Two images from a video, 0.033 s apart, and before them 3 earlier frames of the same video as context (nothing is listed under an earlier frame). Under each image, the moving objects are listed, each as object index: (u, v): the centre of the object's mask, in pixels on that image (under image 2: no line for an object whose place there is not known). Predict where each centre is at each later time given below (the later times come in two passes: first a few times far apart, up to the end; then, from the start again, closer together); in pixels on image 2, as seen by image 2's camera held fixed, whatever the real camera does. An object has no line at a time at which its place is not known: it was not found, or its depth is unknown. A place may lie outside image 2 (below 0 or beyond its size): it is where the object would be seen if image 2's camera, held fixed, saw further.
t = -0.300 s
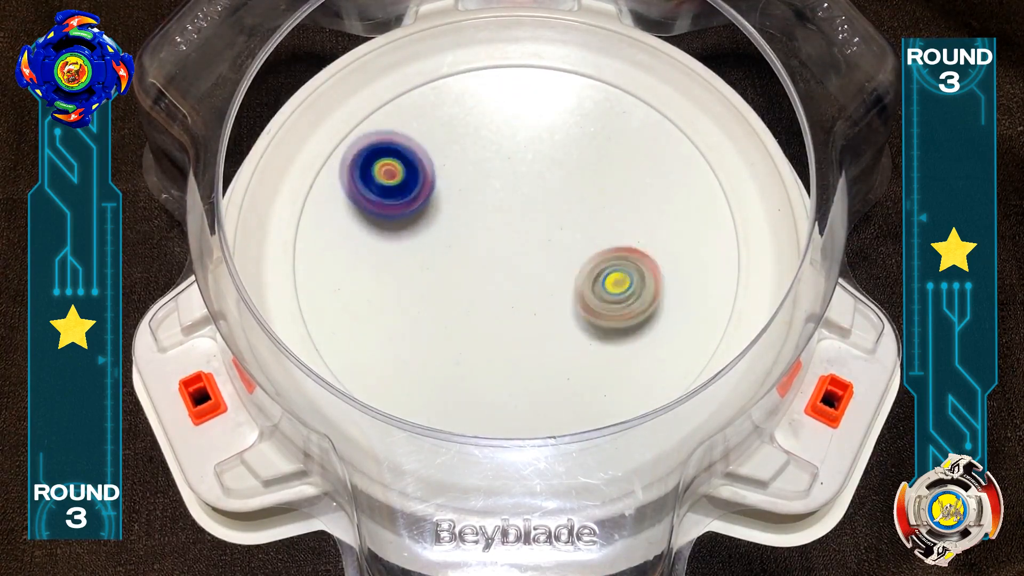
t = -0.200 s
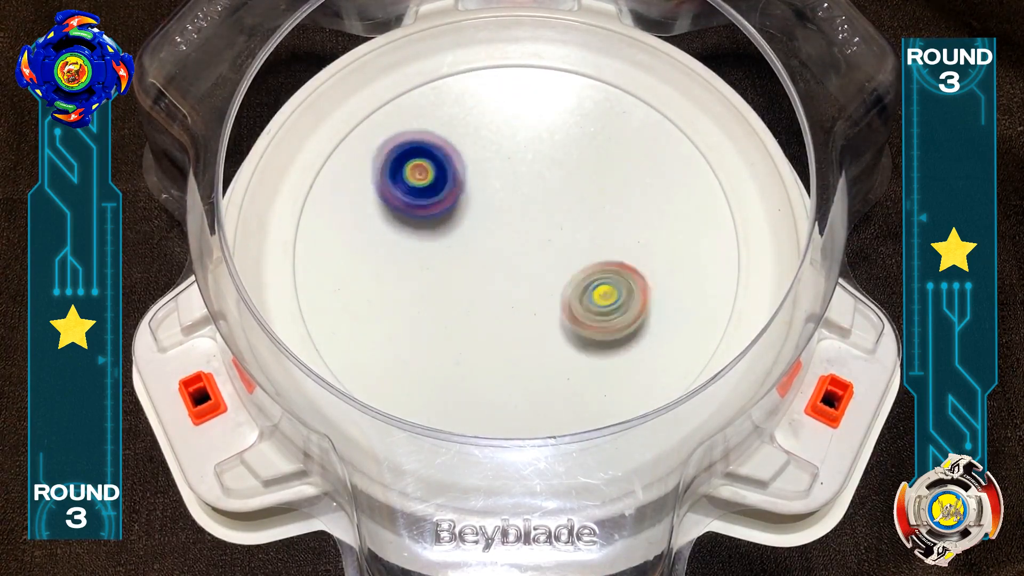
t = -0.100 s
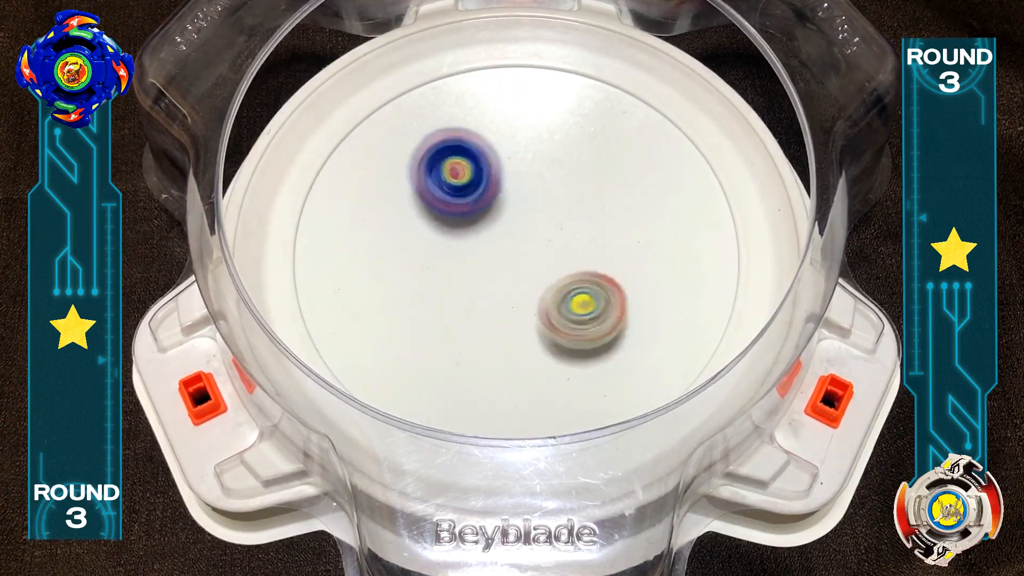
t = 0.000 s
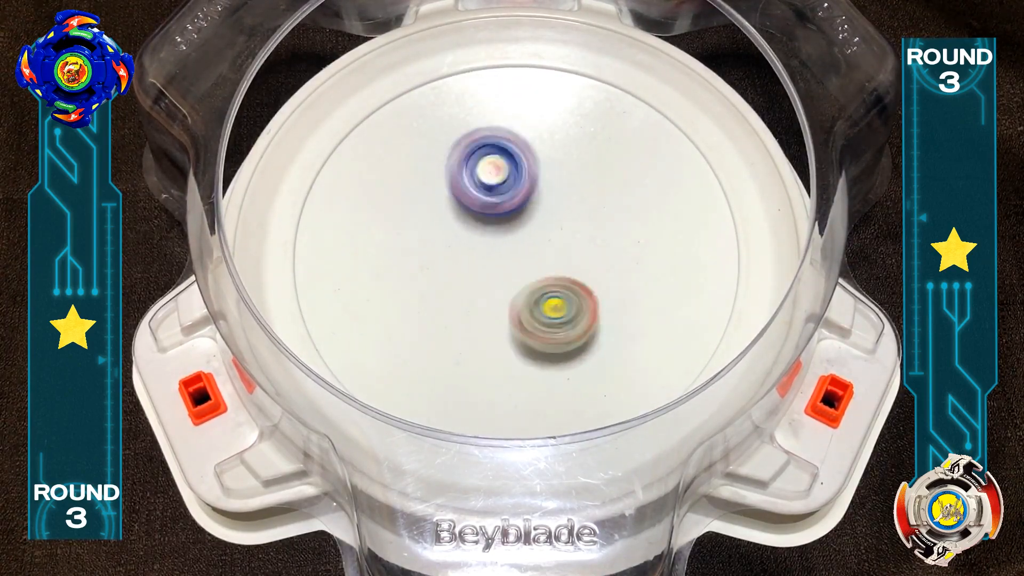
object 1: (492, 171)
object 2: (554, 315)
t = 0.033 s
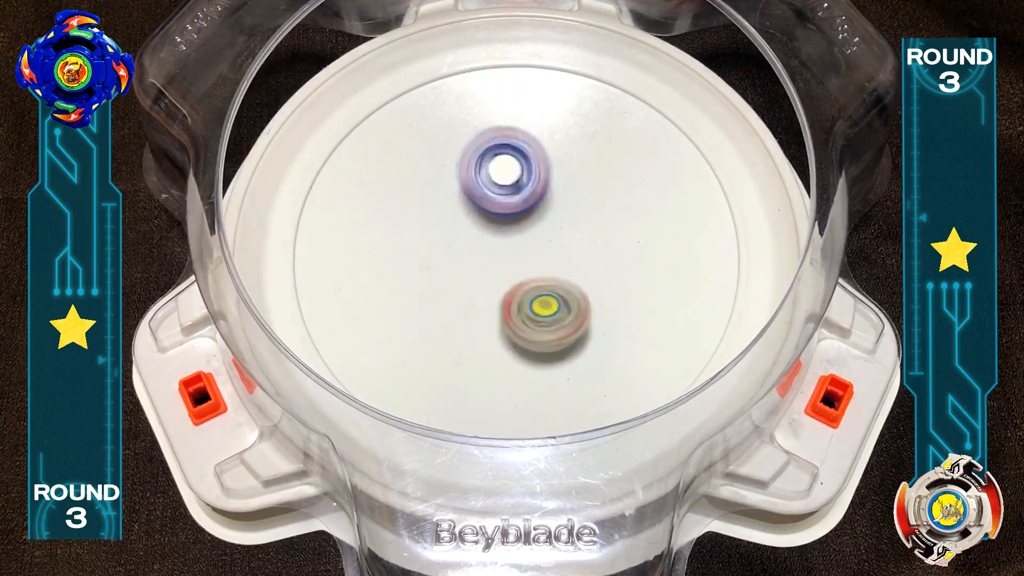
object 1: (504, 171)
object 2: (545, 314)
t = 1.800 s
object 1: (454, 214)
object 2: (561, 288)
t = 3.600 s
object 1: (494, 292)
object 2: (581, 259)
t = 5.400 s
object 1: (431, 292)
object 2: (525, 226)
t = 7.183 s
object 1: (469, 358)
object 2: (537, 238)
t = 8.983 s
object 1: (424, 274)
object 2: (517, 258)
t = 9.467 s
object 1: (424, 274)
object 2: (505, 223)
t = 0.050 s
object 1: (510, 171)
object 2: (539, 314)
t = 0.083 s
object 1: (522, 171)
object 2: (530, 312)
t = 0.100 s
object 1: (528, 171)
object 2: (523, 312)
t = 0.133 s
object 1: (540, 171)
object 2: (513, 308)
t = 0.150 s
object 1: (546, 172)
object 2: (508, 307)
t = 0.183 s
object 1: (558, 172)
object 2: (498, 302)
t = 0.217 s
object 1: (569, 172)
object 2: (488, 297)
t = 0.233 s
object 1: (574, 172)
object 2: (484, 294)
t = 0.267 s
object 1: (586, 173)
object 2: (474, 288)
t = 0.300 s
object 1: (597, 174)
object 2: (465, 282)
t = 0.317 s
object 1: (601, 173)
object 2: (461, 279)
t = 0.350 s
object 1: (611, 175)
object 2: (454, 273)
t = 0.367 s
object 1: (616, 176)
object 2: (451, 268)
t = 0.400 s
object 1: (625, 177)
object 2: (445, 261)
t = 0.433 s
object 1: (632, 180)
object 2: (438, 253)
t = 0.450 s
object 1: (634, 181)
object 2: (437, 250)
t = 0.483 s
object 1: (638, 184)
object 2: (432, 241)
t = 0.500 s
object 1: (638, 186)
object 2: (431, 238)
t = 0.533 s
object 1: (639, 191)
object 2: (428, 230)
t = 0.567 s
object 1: (637, 197)
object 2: (427, 222)
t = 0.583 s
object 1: (635, 200)
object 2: (427, 219)
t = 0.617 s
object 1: (631, 207)
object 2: (426, 212)
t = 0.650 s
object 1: (626, 215)
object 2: (429, 206)
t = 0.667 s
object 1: (623, 220)
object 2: (428, 203)
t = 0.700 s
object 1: (617, 229)
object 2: (433, 198)
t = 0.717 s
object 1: (615, 234)
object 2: (434, 196)
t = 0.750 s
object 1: (608, 243)
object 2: (439, 191)
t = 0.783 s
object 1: (602, 253)
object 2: (444, 188)
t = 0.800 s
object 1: (599, 257)
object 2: (446, 187)
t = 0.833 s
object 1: (592, 265)
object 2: (453, 184)
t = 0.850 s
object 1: (589, 271)
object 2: (457, 184)
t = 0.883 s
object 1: (583, 279)
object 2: (465, 180)
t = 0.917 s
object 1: (576, 288)
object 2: (475, 180)
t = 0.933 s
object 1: (572, 292)
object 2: (478, 179)
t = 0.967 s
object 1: (565, 300)
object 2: (489, 178)
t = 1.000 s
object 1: (558, 308)
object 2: (500, 178)
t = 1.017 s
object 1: (554, 312)
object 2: (504, 178)
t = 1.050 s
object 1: (547, 319)
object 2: (515, 178)
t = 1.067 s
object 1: (544, 322)
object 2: (520, 179)
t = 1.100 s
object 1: (536, 329)
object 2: (531, 179)
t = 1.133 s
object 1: (529, 335)
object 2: (540, 182)
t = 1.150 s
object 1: (526, 336)
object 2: (545, 181)
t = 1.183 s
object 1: (519, 341)
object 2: (555, 184)
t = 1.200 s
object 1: (516, 344)
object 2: (559, 184)
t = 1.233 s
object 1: (510, 346)
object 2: (569, 186)
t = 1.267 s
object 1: (504, 347)
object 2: (577, 189)
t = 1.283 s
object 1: (502, 346)
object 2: (581, 191)
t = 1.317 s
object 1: (498, 344)
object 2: (587, 194)
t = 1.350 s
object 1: (493, 340)
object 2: (592, 199)
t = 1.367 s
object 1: (492, 337)
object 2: (594, 200)
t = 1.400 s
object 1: (489, 330)
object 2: (597, 205)
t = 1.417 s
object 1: (486, 327)
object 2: (597, 207)
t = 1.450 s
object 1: (483, 318)
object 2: (599, 214)
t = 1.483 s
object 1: (480, 307)
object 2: (601, 218)
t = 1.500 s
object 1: (478, 303)
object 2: (600, 223)
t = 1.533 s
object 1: (474, 293)
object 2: (599, 229)
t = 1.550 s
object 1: (472, 288)
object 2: (598, 233)
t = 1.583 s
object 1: (470, 278)
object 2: (596, 240)
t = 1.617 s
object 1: (467, 268)
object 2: (593, 249)
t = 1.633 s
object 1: (465, 263)
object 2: (590, 252)
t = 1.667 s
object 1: (462, 254)
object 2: (586, 261)
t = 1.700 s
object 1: (460, 244)
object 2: (582, 267)
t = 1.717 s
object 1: (459, 239)
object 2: (578, 272)
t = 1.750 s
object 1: (457, 229)
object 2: (572, 278)
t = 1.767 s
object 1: (456, 224)
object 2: (569, 282)
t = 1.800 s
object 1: (454, 214)
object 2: (561, 288)
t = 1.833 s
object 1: (453, 205)
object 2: (555, 294)
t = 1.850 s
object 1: (453, 200)
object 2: (551, 297)
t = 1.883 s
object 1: (452, 191)
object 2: (544, 302)
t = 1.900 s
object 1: (451, 186)
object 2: (542, 304)
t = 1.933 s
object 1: (451, 177)
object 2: (535, 307)
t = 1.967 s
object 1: (450, 168)
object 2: (527, 309)
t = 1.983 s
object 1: (450, 164)
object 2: (524, 310)
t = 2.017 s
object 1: (449, 156)
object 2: (516, 311)
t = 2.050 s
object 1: (449, 150)
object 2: (510, 310)
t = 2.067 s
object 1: (449, 147)
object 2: (507, 309)
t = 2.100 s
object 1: (449, 143)
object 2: (502, 307)
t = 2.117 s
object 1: (450, 142)
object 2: (499, 306)
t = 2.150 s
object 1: (452, 142)
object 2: (494, 302)
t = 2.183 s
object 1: (454, 143)
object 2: (487, 297)
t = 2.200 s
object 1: (456, 144)
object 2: (486, 295)
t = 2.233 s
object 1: (461, 149)
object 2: (480, 288)
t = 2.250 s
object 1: (464, 151)
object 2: (478, 286)
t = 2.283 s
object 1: (473, 158)
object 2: (472, 279)
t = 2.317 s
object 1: (481, 164)
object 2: (469, 271)
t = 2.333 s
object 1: (485, 167)
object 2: (466, 268)
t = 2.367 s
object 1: (495, 173)
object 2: (463, 259)
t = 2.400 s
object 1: (506, 178)
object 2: (461, 251)
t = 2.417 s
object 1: (511, 179)
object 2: (459, 249)
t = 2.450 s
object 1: (530, 177)
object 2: (447, 247)
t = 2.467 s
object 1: (538, 175)
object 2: (443, 245)
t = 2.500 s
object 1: (550, 174)
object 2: (439, 240)
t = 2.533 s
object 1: (559, 174)
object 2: (434, 234)
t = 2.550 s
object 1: (563, 174)
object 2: (434, 232)
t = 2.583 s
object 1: (573, 174)
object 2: (432, 227)
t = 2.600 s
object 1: (578, 174)
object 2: (432, 225)
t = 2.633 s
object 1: (588, 176)
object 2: (433, 221)
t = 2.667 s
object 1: (598, 178)
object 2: (435, 217)
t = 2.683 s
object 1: (602, 179)
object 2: (437, 215)
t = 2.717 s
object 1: (611, 183)
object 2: (440, 211)
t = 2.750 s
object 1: (619, 188)
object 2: (445, 208)
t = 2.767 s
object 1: (623, 190)
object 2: (446, 208)
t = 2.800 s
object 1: (630, 196)
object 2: (453, 204)
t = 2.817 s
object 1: (633, 200)
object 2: (458, 202)
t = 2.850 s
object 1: (638, 208)
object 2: (464, 199)
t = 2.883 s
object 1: (643, 216)
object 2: (473, 197)
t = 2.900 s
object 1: (644, 219)
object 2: (476, 197)
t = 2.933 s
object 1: (647, 228)
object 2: (487, 195)
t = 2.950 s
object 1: (647, 232)
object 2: (492, 195)
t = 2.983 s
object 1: (646, 241)
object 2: (501, 195)
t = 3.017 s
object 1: (645, 250)
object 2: (510, 194)
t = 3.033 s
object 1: (643, 255)
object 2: (514, 194)
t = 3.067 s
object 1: (639, 263)
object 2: (523, 195)
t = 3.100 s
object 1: (634, 272)
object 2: (532, 196)
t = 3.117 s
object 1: (631, 275)
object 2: (536, 197)
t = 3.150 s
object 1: (624, 283)
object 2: (545, 199)
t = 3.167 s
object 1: (619, 287)
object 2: (549, 199)
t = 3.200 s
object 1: (612, 293)
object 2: (557, 201)
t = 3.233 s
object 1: (602, 298)
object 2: (564, 204)
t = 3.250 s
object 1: (598, 300)
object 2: (567, 207)
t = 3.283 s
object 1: (589, 304)
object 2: (573, 210)
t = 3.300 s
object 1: (583, 306)
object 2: (576, 212)
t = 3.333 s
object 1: (573, 309)
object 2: (581, 216)
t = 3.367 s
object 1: (562, 310)
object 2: (584, 220)
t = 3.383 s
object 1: (557, 310)
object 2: (587, 223)
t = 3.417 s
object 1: (547, 310)
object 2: (588, 229)
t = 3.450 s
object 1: (536, 309)
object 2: (589, 235)
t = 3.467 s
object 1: (531, 309)
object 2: (589, 237)
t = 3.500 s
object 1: (520, 306)
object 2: (589, 242)
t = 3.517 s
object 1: (516, 304)
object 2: (588, 245)
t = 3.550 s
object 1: (507, 300)
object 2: (586, 251)
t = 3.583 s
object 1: (498, 295)
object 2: (583, 256)
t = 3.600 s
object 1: (494, 292)
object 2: (581, 259)
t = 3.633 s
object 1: (486, 286)
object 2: (576, 264)
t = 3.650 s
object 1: (479, 283)
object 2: (576, 267)
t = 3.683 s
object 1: (467, 276)
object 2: (577, 271)
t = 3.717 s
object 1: (460, 269)
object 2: (574, 275)
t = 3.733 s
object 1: (457, 266)
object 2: (571, 277)
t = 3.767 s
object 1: (452, 258)
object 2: (567, 279)
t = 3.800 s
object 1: (448, 251)
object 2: (562, 283)
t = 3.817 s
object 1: (446, 247)
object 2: (559, 284)
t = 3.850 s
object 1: (444, 239)
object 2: (554, 285)
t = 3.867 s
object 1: (443, 236)
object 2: (551, 286)
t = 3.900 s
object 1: (442, 228)
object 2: (543, 287)
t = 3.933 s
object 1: (442, 220)
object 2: (537, 287)
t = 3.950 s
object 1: (443, 215)
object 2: (534, 287)
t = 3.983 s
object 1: (445, 208)
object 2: (527, 286)
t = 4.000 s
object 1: (447, 205)
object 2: (524, 284)
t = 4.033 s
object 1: (451, 198)
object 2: (517, 282)
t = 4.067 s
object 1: (455, 192)
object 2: (511, 279)
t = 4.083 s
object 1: (458, 189)
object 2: (509, 278)
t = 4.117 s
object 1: (464, 183)
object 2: (501, 274)
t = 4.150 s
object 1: (471, 178)
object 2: (496, 269)
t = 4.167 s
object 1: (475, 176)
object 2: (494, 268)
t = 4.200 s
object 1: (482, 173)
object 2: (488, 261)
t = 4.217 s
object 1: (487, 171)
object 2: (485, 257)
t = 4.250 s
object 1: (495, 169)
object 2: (481, 252)
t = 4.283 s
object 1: (508, 162)
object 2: (474, 255)
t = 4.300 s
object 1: (513, 160)
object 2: (471, 256)
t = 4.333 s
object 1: (522, 159)
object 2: (466, 256)
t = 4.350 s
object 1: (526, 159)
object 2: (465, 256)
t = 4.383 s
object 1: (532, 160)
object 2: (462, 256)
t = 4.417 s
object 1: (540, 161)
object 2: (461, 254)
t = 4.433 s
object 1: (544, 162)
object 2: (461, 253)
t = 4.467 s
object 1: (551, 165)
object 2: (460, 252)
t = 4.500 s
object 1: (557, 170)
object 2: (462, 250)
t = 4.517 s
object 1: (560, 172)
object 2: (464, 251)
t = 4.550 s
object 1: (565, 178)
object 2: (465, 248)
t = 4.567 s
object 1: (567, 181)
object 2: (468, 247)
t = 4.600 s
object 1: (570, 187)
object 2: (471, 246)
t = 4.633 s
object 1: (572, 194)
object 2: (474, 244)
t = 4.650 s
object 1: (573, 197)
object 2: (477, 242)
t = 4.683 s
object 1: (574, 205)
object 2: (480, 240)
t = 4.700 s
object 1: (574, 208)
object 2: (484, 238)
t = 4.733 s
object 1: (573, 215)
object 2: (490, 235)
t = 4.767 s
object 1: (576, 223)
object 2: (485, 230)
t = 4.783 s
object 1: (577, 227)
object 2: (483, 228)
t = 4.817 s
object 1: (574, 235)
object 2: (481, 224)
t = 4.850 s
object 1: (568, 241)
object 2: (478, 221)
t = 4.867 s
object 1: (566, 244)
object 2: (478, 219)
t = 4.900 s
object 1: (559, 250)
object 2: (477, 216)
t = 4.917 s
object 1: (555, 253)
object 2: (476, 215)
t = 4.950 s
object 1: (546, 259)
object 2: (477, 212)
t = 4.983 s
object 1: (537, 265)
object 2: (478, 210)
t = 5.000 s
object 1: (531, 268)
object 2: (478, 209)
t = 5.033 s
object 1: (521, 274)
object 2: (481, 208)
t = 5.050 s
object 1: (514, 277)
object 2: (482, 209)
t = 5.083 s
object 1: (502, 282)
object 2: (484, 207)
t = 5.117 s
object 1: (490, 286)
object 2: (487, 209)
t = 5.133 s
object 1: (484, 288)
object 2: (487, 209)
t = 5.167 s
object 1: (473, 290)
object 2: (493, 208)
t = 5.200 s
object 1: (462, 292)
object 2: (496, 211)
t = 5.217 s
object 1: (458, 293)
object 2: (497, 211)
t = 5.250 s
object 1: (450, 294)
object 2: (502, 213)
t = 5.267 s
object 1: (446, 295)
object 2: (505, 215)
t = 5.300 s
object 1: (440, 295)
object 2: (509, 216)
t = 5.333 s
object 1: (436, 295)
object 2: (515, 220)
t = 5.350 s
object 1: (434, 294)
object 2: (517, 223)
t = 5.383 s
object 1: (432, 293)
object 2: (522, 224)
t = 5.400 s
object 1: (431, 292)
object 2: (525, 226)
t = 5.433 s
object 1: (431, 292)
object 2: (529, 231)
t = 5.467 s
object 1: (432, 290)
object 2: (534, 233)
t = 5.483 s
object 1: (432, 289)
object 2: (537, 234)
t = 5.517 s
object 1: (433, 286)
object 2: (540, 238)
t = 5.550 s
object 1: (435, 285)
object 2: (545, 241)
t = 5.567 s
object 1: (436, 282)
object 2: (547, 244)
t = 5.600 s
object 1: (439, 277)
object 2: (548, 247)
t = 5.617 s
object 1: (442, 274)
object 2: (549, 249)
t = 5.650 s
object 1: (449, 266)
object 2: (551, 254)
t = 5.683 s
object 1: (459, 256)
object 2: (551, 256)
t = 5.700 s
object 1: (464, 250)
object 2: (552, 257)
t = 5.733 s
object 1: (475, 236)
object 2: (552, 261)
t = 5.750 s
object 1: (482, 228)
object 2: (551, 262)
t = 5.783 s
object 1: (495, 211)
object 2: (551, 264)
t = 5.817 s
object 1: (512, 195)
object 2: (550, 268)
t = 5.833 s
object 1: (519, 187)
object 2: (548, 268)
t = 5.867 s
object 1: (534, 172)
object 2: (547, 270)
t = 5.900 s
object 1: (549, 155)
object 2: (544, 271)
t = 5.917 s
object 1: (556, 148)
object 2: (543, 270)
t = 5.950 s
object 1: (569, 136)
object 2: (540, 271)
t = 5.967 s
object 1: (575, 129)
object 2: (539, 272)
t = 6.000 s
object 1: (586, 118)
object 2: (534, 270)
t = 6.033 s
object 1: (595, 108)
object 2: (532, 269)
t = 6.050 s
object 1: (599, 106)
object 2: (530, 269)
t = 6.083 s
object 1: (605, 102)
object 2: (526, 267)
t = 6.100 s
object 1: (606, 101)
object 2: (525, 266)
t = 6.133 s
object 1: (609, 101)
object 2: (521, 264)
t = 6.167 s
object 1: (608, 105)
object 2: (517, 260)
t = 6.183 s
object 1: (607, 107)
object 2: (516, 259)
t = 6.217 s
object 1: (604, 112)
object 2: (512, 256)
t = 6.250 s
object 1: (601, 117)
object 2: (508, 251)
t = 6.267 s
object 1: (600, 121)
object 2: (507, 249)
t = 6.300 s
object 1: (599, 132)
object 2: (505, 245)
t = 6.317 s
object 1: (597, 136)
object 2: (502, 243)
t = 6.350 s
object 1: (596, 150)
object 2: (501, 238)
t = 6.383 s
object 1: (594, 168)
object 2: (499, 235)
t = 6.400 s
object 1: (592, 178)
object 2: (498, 233)
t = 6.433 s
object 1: (586, 199)
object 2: (498, 228)
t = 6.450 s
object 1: (584, 211)
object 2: (498, 227)
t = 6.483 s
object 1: (580, 233)
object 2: (497, 222)
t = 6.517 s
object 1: (576, 254)
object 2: (498, 218)
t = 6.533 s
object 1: (575, 265)
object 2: (499, 217)
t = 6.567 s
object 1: (572, 286)
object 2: (498, 213)
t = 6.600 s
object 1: (571, 304)
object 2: (501, 210)
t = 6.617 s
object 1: (570, 316)
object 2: (502, 209)
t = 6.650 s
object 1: (568, 332)
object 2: (503, 207)
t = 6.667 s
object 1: (568, 340)
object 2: (505, 205)
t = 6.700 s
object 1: (566, 357)
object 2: (508, 206)
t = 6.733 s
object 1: (563, 371)
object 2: (510, 204)
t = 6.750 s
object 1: (561, 378)
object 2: (512, 203)
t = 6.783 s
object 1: (557, 386)
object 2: (515, 206)
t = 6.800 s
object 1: (555, 392)
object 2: (516, 205)
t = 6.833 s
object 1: (550, 398)
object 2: (520, 205)
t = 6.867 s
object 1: (545, 402)
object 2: (522, 209)
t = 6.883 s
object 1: (543, 403)
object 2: (522, 208)
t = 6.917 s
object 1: (536, 403)
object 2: (526, 210)
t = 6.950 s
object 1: (529, 403)
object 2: (529, 214)
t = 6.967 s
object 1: (526, 402)
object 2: (528, 214)
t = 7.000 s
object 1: (520, 399)
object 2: (531, 217)
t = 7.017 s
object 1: (516, 397)
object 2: (534, 219)
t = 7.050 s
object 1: (507, 390)
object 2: (533, 223)
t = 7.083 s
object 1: (498, 383)
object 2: (535, 225)
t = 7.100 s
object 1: (494, 380)
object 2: (537, 228)
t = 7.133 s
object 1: (486, 374)
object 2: (535, 232)
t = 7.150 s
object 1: (480, 367)
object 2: (536, 234)
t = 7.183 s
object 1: (469, 358)
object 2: (537, 238)
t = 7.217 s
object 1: (461, 351)
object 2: (533, 242)
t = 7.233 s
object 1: (457, 346)
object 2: (535, 243)
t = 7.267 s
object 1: (447, 333)
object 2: (535, 246)
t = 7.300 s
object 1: (441, 325)
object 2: (531, 251)
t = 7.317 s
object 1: (437, 319)
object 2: (530, 253)
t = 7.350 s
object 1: (430, 307)
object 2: (529, 255)
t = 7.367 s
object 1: (428, 303)
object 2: (527, 257)
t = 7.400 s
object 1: (422, 297)
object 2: (523, 259)
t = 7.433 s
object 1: (416, 292)
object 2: (520, 261)
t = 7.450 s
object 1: (415, 290)
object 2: (519, 263)
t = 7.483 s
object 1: (413, 285)
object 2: (514, 264)
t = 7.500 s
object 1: (412, 282)
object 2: (513, 264)
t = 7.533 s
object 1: (412, 278)
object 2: (510, 265)
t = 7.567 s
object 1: (412, 276)
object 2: (505, 265)
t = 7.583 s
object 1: (413, 277)
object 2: (505, 265)
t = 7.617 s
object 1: (415, 278)
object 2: (502, 264)
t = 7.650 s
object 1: (418, 279)
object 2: (498, 263)
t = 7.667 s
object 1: (420, 280)
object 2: (497, 262)
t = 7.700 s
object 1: (421, 281)
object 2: (496, 259)
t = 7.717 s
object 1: (422, 281)
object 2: (495, 259)
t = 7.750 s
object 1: (423, 281)
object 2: (493, 256)
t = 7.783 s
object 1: (423, 281)
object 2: (493, 252)
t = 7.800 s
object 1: (423, 280)
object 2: (493, 252)
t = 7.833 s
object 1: (423, 279)
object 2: (491, 248)
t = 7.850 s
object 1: (423, 279)
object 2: (492, 246)
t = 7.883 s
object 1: (422, 277)
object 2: (494, 244)
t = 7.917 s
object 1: (421, 275)
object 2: (493, 240)
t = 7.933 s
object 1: (421, 275)
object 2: (494, 238)
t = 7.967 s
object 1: (421, 276)
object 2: (497, 235)
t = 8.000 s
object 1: (423, 276)
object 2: (497, 233)
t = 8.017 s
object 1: (423, 277)
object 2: (499, 232)
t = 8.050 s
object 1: (423, 277)
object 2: (502, 227)
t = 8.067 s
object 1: (423, 277)
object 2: (504, 228)
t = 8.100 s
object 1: (423, 277)
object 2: (506, 225)
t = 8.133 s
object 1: (423, 276)
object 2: (510, 222)
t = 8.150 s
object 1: (423, 275)
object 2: (513, 223)
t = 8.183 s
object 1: (423, 275)
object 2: (515, 221)
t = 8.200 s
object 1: (423, 275)
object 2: (517, 219)
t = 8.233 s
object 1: (424, 276)
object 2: (523, 220)
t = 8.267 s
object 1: (424, 275)
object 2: (524, 220)
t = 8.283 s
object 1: (424, 275)
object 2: (527, 219)
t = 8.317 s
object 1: (423, 275)
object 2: (532, 218)
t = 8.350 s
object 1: (424, 275)
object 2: (533, 222)
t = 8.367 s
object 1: (424, 275)
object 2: (535, 222)
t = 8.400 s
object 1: (424, 275)
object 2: (538, 222)
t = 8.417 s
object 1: (424, 275)
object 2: (541, 223)
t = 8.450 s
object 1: (424, 275)
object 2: (541, 226)
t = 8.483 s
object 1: (424, 275)
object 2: (544, 228)
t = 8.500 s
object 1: (424, 275)
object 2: (546, 228)
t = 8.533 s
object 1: (424, 275)
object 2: (546, 234)
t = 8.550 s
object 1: (424, 275)
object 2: (545, 235)
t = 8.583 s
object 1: (424, 275)
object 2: (546, 236)
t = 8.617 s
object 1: (424, 275)
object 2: (547, 240)
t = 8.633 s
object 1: (424, 275)
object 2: (544, 242)
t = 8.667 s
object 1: (424, 275)
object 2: (544, 243)
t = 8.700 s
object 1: (424, 275)
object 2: (544, 247)
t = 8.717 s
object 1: (424, 275)
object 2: (542, 249)
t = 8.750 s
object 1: (424, 275)
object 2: (539, 250)
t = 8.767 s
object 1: (424, 275)
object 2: (537, 251)
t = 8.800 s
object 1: (424, 275)
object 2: (536, 254)
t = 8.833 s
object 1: (424, 274)
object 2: (532, 255)
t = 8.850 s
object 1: (424, 274)
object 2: (530, 256)
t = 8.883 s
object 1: (424, 274)
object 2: (528, 257)
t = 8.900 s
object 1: (424, 274)
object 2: (525, 259)
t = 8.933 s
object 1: (424, 274)
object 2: (521, 258)
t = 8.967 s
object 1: (424, 274)
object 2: (518, 257)
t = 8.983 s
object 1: (424, 274)
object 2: (517, 258)
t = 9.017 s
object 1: (424, 274)
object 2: (511, 257)
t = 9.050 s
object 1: (424, 274)
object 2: (509, 254)
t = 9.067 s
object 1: (424, 274)
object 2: (509, 255)
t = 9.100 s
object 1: (425, 274)
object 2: (503, 253)
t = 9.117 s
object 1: (425, 275)
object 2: (503, 251)
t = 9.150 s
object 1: (424, 275)
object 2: (502, 248)
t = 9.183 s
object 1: (425, 275)
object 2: (500, 247)
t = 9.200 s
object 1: (425, 275)
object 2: (498, 245)
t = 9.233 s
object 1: (424, 274)
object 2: (499, 241)
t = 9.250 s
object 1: (424, 274)
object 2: (499, 240)
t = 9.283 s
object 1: (424, 274)
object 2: (498, 238)
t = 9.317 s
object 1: (425, 275)
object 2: (497, 234)
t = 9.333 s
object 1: (425, 274)
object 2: (499, 232)
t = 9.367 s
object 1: (425, 275)
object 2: (500, 230)
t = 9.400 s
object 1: (424, 274)
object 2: (501, 228)
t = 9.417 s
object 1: (425, 275)
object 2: (501, 225)
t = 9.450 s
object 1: (424, 275)
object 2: (506, 224)
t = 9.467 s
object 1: (424, 274)
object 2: (505, 223)
